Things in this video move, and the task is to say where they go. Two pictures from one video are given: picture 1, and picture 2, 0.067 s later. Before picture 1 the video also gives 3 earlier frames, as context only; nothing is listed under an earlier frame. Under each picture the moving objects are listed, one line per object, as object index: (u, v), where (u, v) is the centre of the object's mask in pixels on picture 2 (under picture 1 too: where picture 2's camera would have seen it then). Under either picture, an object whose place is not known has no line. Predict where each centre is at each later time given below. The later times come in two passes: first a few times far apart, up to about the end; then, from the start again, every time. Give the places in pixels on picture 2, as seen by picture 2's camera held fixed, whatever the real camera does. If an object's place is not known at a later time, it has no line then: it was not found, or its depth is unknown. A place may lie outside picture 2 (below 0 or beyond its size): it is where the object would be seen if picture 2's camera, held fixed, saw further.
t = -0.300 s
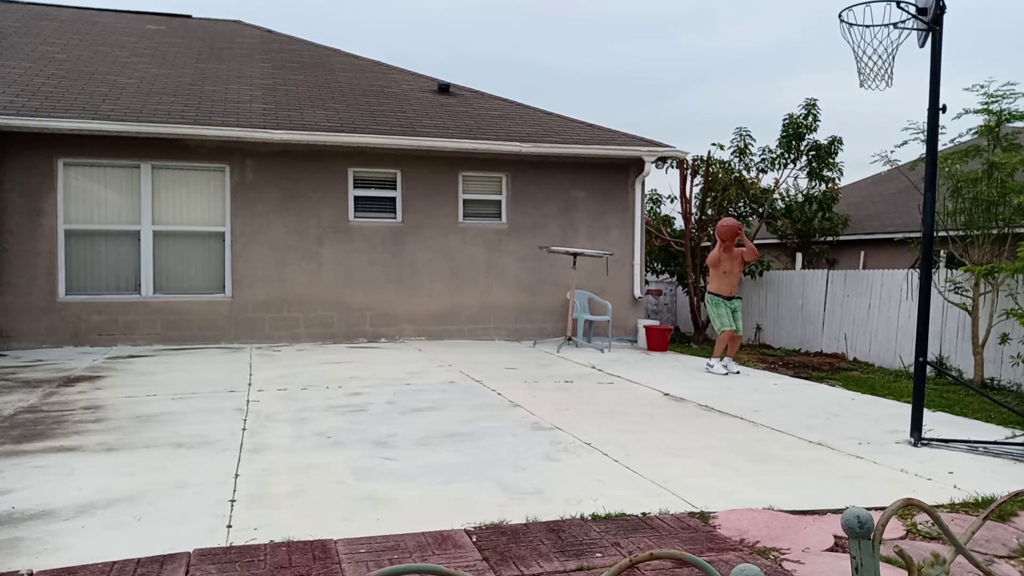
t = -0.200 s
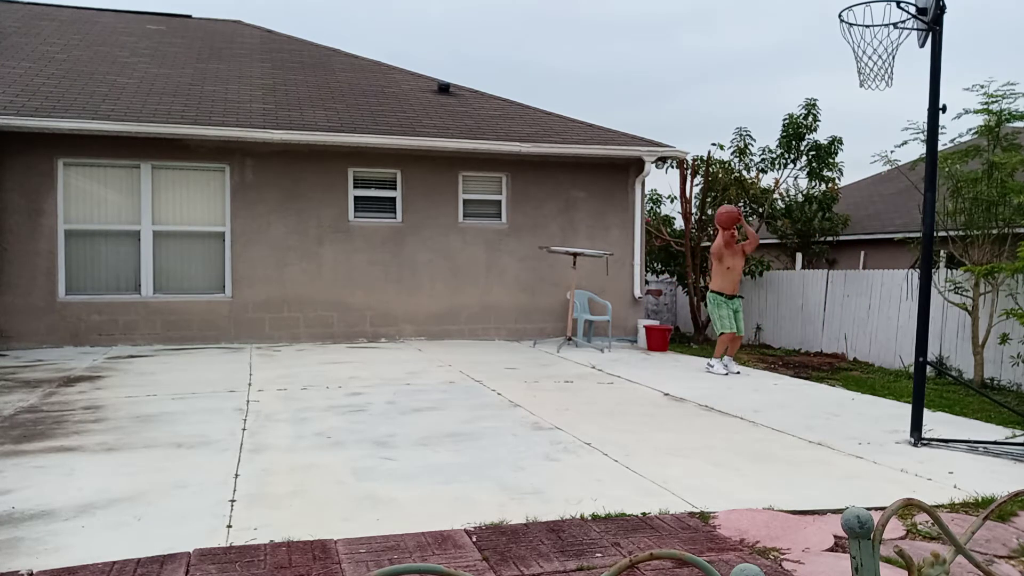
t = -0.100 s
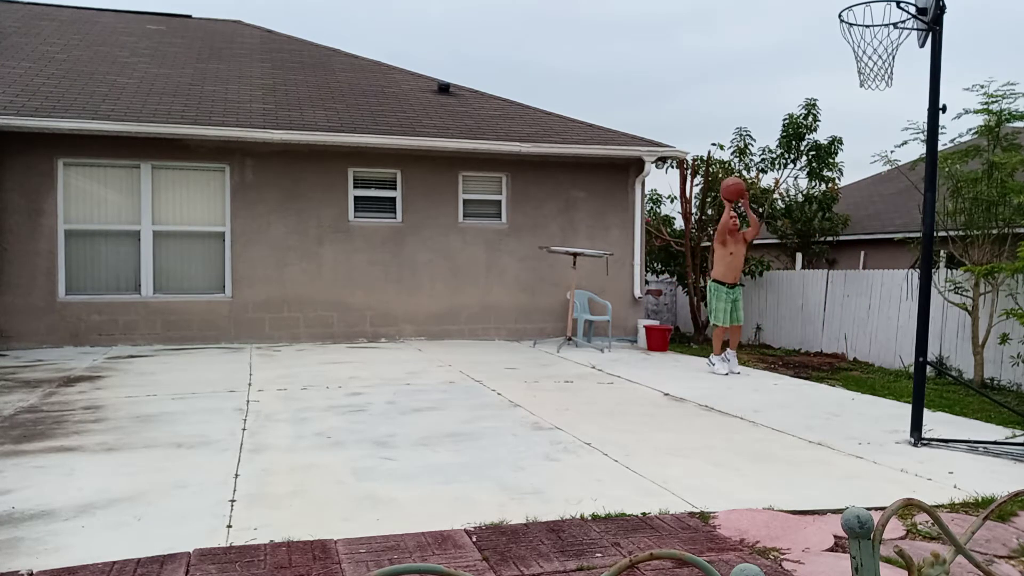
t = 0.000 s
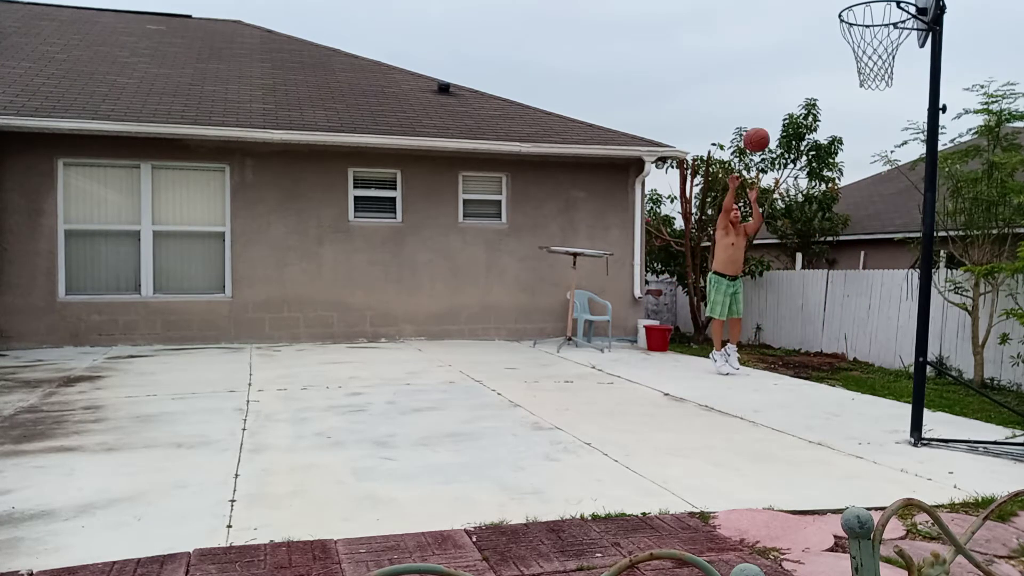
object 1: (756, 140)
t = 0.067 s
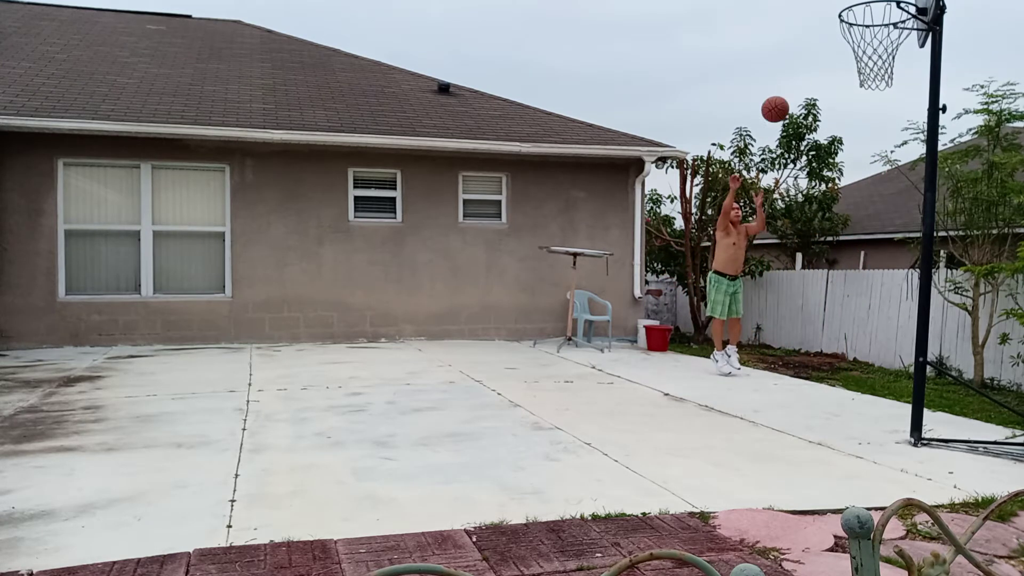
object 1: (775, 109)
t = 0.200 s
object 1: (817, 55)
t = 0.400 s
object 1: (892, 7)
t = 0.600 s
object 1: (900, 14)
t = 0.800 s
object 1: (879, 31)
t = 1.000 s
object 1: (858, 102)
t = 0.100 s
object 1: (785, 95)
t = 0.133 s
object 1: (795, 81)
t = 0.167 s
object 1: (806, 67)
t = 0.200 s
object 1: (817, 55)
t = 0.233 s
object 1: (828, 43)
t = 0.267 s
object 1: (840, 33)
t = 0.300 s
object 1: (853, 23)
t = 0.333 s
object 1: (865, 14)
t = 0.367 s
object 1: (879, 10)
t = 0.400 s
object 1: (892, 7)
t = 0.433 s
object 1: (900, 6)
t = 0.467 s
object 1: (901, 6)
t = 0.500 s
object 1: (901, 7)
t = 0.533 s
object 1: (901, 9)
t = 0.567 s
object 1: (901, 11)
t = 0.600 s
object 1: (900, 14)
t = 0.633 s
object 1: (897, 13)
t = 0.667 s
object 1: (894, 14)
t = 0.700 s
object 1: (890, 16)
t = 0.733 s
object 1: (886, 19)
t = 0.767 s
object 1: (882, 24)
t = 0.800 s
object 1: (879, 31)
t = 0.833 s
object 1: (875, 39)
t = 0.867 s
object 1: (872, 49)
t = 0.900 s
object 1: (868, 60)
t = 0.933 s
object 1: (865, 73)
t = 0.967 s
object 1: (861, 87)
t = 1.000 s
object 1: (858, 102)
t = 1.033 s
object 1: (854, 118)
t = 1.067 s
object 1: (851, 136)
